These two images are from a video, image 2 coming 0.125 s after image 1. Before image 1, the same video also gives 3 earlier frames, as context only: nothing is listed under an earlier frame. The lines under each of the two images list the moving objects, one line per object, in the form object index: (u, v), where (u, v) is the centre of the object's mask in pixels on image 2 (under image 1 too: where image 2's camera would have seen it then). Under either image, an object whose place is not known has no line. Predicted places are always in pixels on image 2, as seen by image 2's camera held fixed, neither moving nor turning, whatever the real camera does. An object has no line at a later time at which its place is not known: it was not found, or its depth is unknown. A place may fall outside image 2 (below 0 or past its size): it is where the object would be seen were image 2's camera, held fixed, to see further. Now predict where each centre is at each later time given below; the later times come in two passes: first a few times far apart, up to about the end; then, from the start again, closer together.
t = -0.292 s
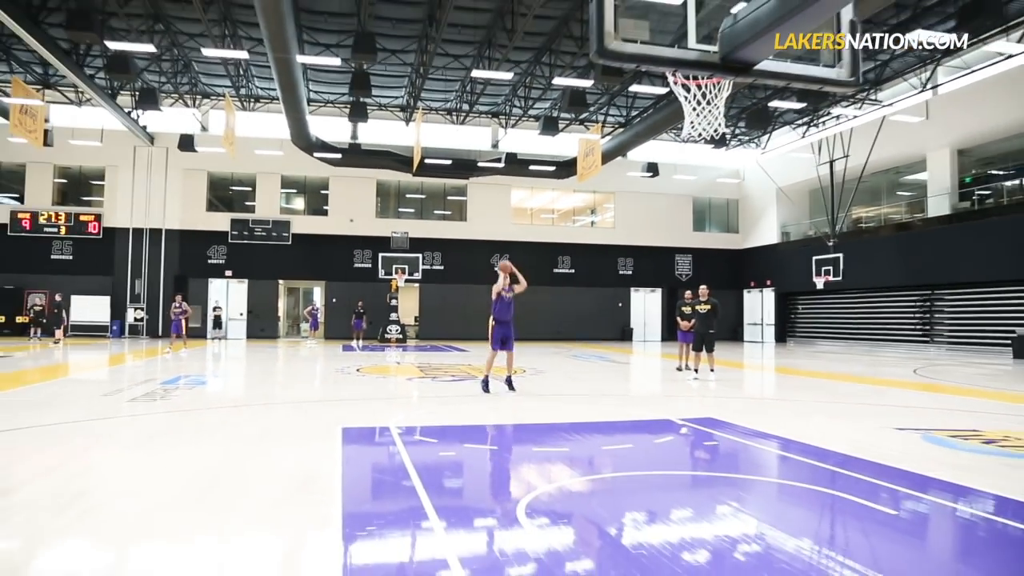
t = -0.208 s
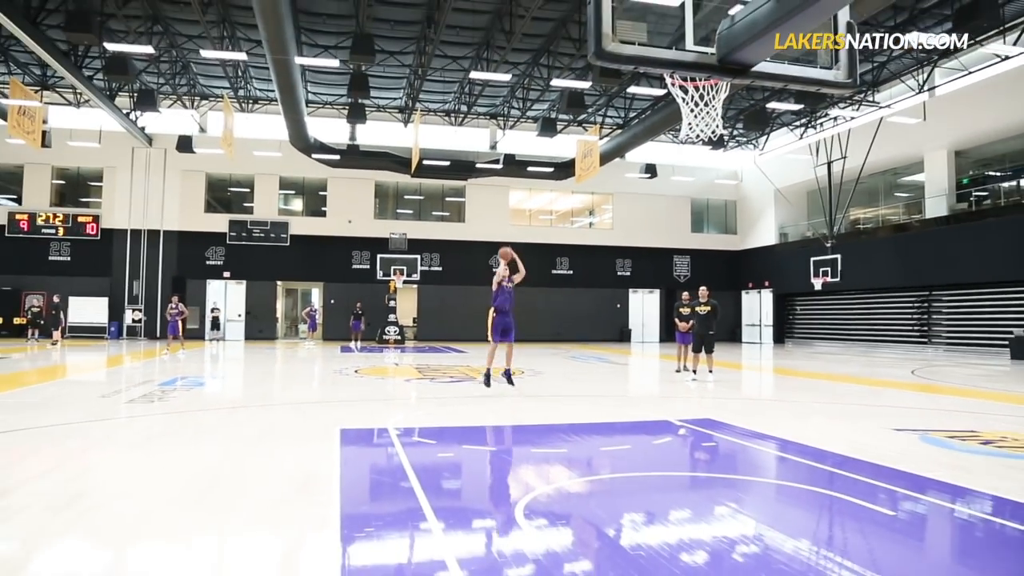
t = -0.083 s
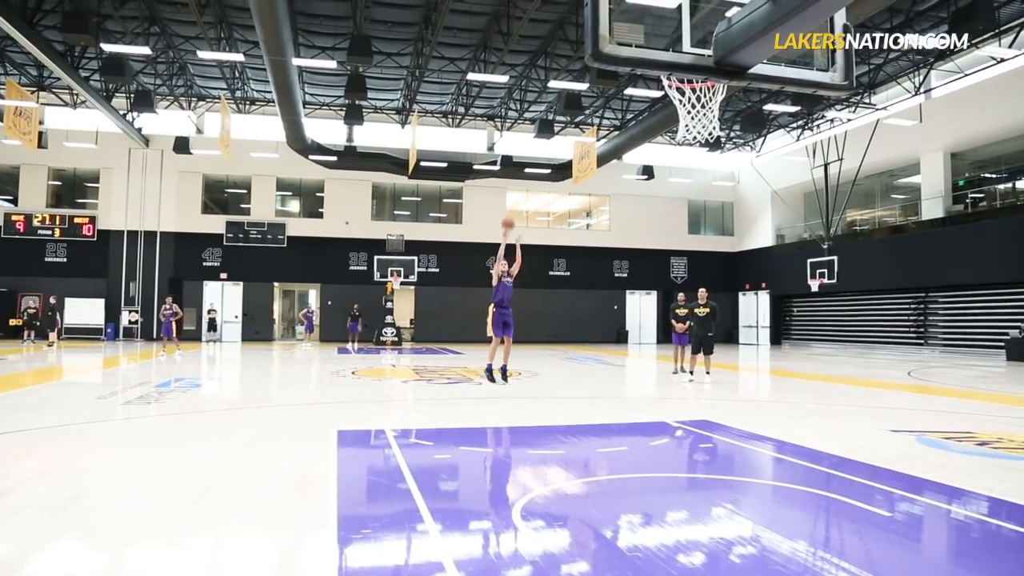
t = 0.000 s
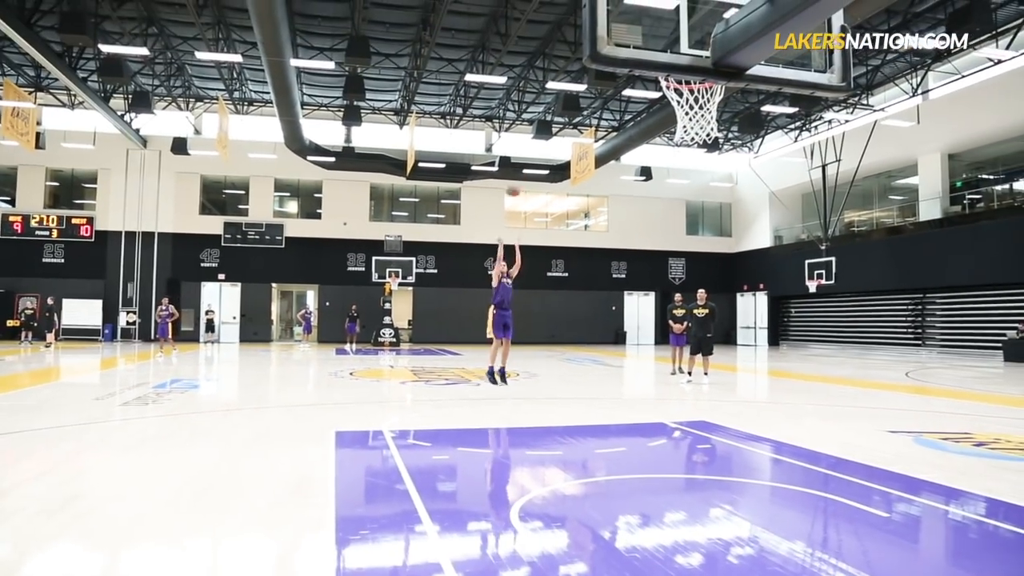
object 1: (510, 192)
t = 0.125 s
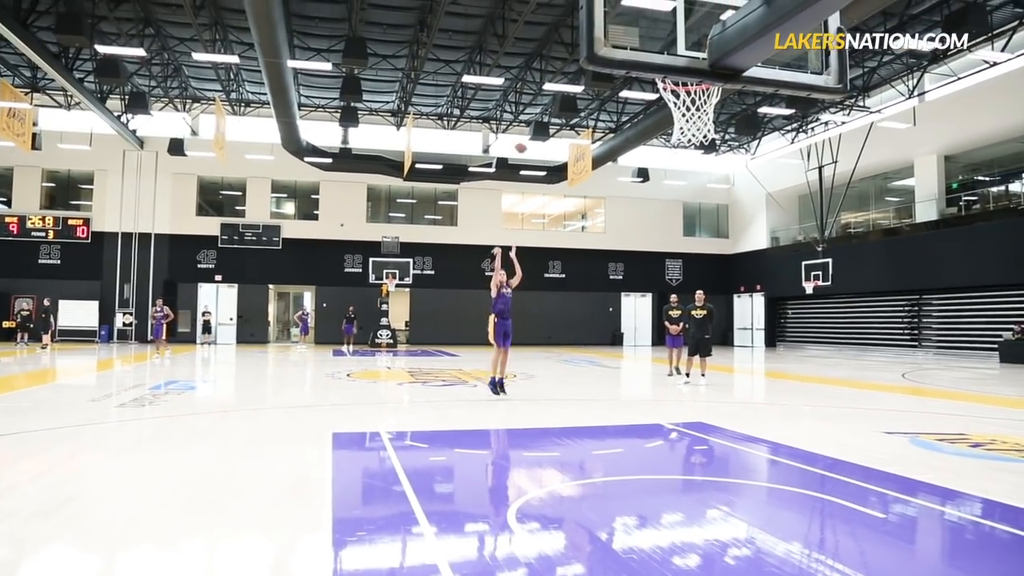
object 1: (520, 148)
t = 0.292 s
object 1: (535, 95)
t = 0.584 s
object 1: (568, 26)
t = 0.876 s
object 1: (621, 10)
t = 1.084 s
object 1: (676, 45)
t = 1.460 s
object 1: (674, 390)
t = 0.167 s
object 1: (524, 132)
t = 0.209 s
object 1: (528, 120)
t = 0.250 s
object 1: (532, 107)
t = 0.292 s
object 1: (535, 95)
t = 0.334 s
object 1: (539, 82)
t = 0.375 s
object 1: (544, 71)
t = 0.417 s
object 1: (548, 61)
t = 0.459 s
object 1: (553, 50)
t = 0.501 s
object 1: (558, 41)
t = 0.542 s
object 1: (563, 33)
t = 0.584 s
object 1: (568, 26)
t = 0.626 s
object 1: (571, 21)
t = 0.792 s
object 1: (609, 6)
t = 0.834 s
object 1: (614, 8)
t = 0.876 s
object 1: (621, 10)
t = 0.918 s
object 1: (631, 14)
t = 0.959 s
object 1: (642, 21)
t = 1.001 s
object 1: (654, 29)
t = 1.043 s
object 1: (662, 38)
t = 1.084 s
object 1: (676, 45)
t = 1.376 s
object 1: (679, 299)
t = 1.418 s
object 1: (677, 344)
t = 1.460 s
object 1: (674, 390)
